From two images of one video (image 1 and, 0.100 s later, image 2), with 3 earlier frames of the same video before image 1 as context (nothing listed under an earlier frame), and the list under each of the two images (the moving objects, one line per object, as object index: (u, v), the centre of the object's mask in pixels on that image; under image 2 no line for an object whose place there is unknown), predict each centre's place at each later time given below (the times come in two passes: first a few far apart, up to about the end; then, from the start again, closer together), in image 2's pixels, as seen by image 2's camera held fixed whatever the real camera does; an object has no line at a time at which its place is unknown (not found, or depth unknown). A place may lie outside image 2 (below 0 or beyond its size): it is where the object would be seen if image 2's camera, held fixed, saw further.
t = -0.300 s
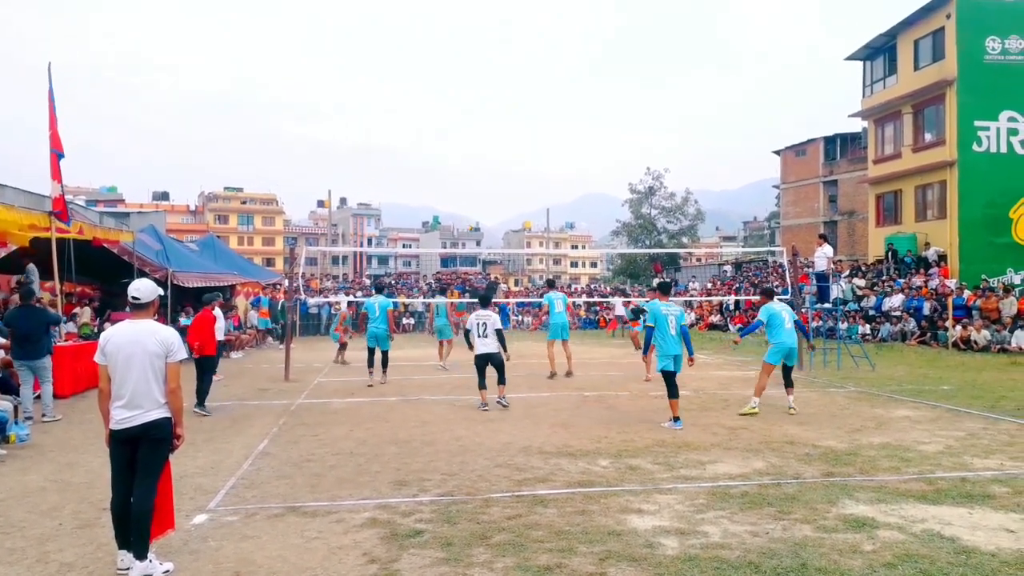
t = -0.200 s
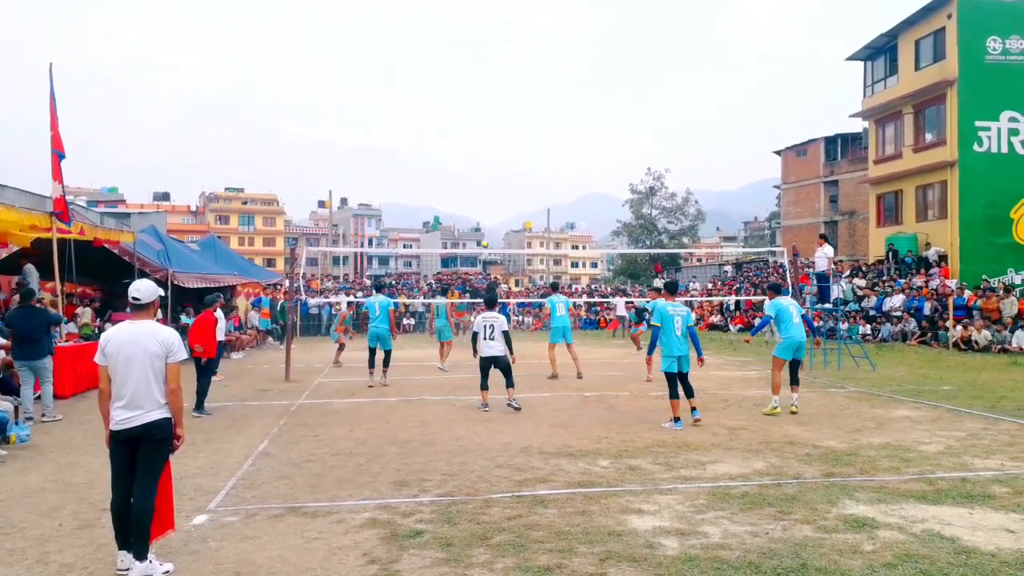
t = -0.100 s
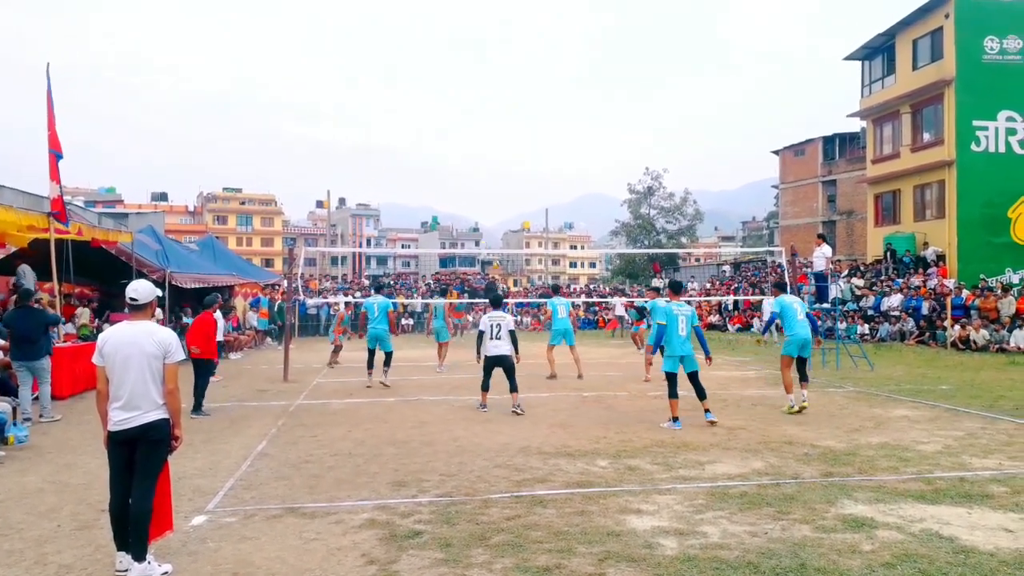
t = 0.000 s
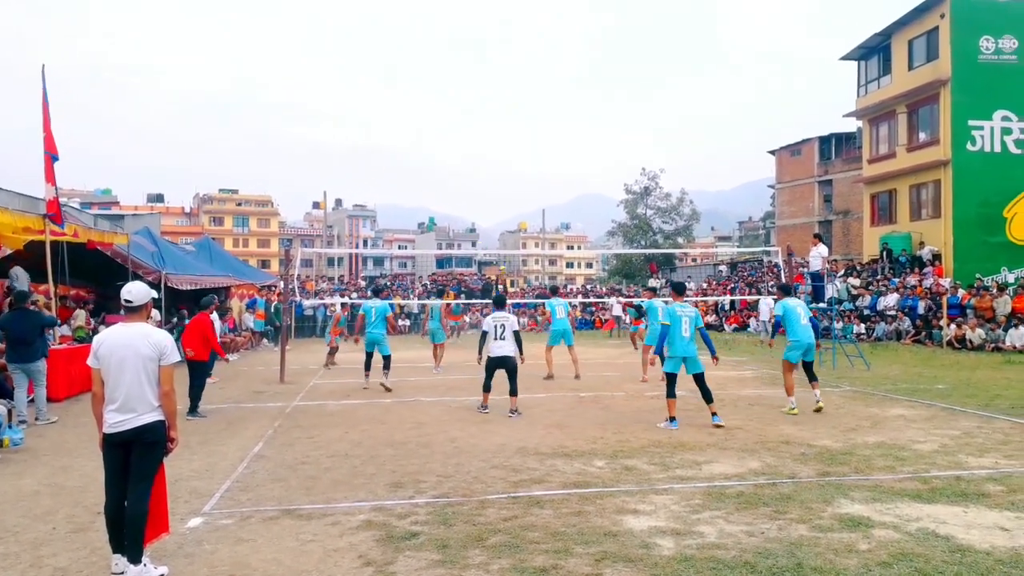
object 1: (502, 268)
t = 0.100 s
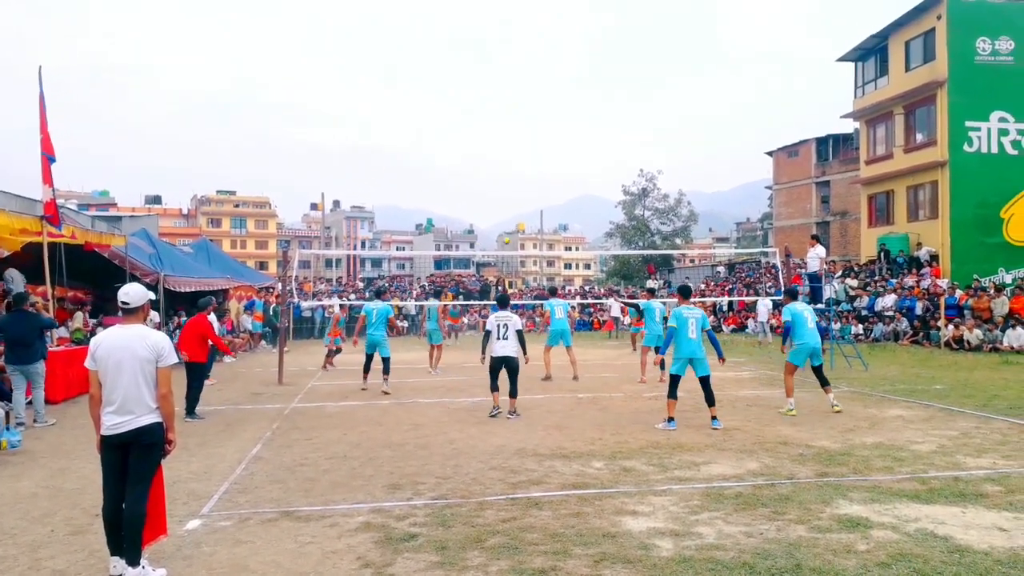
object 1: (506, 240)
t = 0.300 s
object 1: (519, 190)
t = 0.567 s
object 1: (536, 145)
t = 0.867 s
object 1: (557, 125)
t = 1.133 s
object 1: (577, 141)
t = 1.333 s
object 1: (592, 173)
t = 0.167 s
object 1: (511, 223)
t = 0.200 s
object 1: (513, 214)
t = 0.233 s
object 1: (515, 206)
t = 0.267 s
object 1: (517, 198)
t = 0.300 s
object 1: (519, 190)
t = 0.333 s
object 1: (522, 184)
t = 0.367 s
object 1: (524, 177)
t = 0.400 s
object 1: (525, 170)
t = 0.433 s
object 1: (527, 164)
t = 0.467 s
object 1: (530, 159)
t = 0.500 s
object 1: (532, 154)
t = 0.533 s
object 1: (534, 149)
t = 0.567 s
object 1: (536, 145)
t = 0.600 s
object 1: (538, 141)
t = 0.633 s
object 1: (541, 138)
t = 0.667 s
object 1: (543, 135)
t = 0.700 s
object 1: (545, 132)
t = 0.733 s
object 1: (548, 129)
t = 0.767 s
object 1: (550, 128)
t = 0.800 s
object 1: (552, 127)
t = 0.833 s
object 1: (555, 125)
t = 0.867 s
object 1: (557, 125)
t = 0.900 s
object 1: (559, 125)
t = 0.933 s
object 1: (562, 126)
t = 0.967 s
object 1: (564, 127)
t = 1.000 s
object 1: (566, 129)
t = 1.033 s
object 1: (569, 131)
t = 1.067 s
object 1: (571, 134)
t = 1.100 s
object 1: (574, 137)
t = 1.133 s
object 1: (577, 141)
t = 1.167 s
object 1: (579, 145)
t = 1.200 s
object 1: (582, 150)
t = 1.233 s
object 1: (585, 155)
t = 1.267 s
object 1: (587, 160)
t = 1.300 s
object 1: (590, 167)
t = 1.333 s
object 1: (592, 173)
